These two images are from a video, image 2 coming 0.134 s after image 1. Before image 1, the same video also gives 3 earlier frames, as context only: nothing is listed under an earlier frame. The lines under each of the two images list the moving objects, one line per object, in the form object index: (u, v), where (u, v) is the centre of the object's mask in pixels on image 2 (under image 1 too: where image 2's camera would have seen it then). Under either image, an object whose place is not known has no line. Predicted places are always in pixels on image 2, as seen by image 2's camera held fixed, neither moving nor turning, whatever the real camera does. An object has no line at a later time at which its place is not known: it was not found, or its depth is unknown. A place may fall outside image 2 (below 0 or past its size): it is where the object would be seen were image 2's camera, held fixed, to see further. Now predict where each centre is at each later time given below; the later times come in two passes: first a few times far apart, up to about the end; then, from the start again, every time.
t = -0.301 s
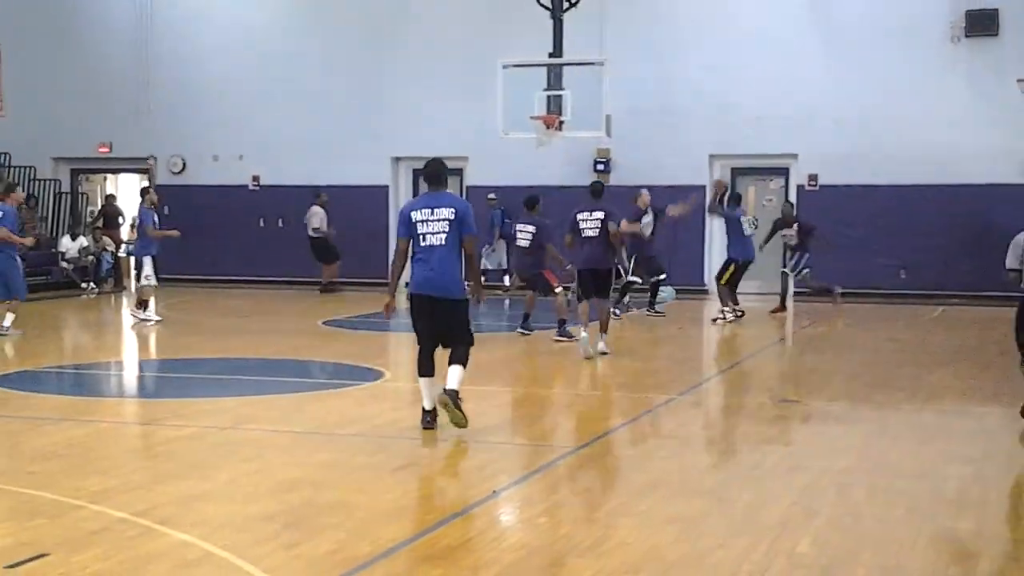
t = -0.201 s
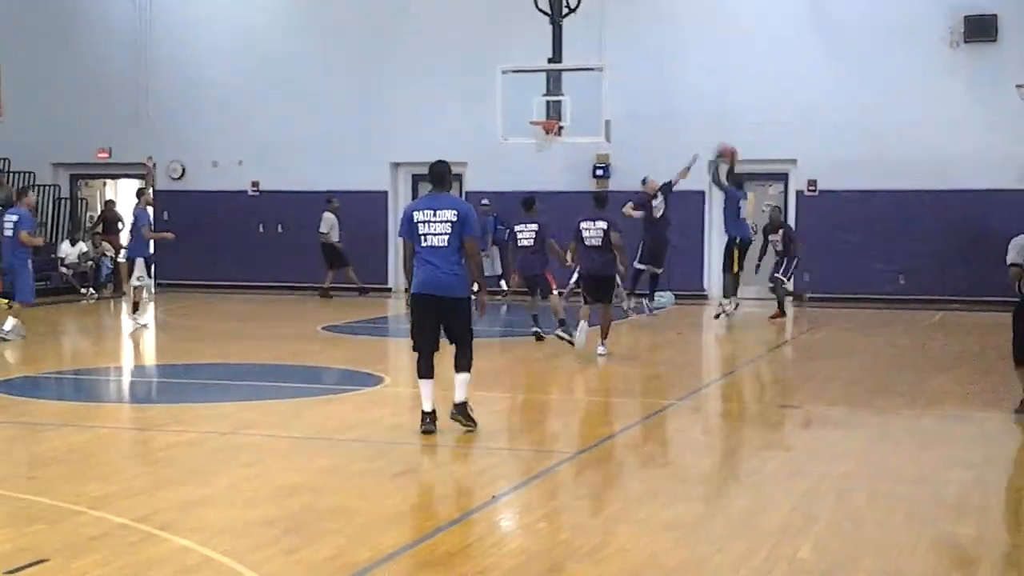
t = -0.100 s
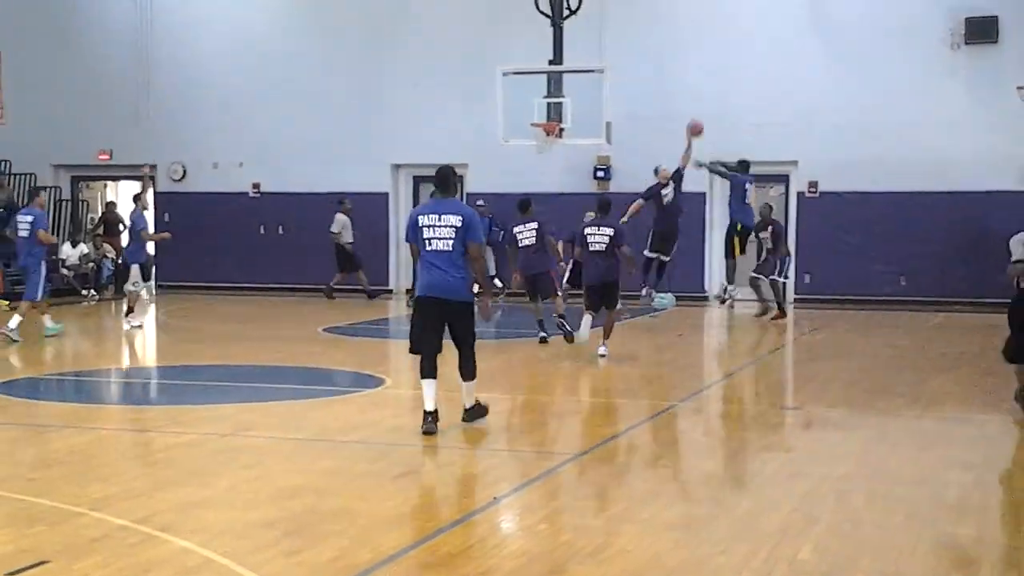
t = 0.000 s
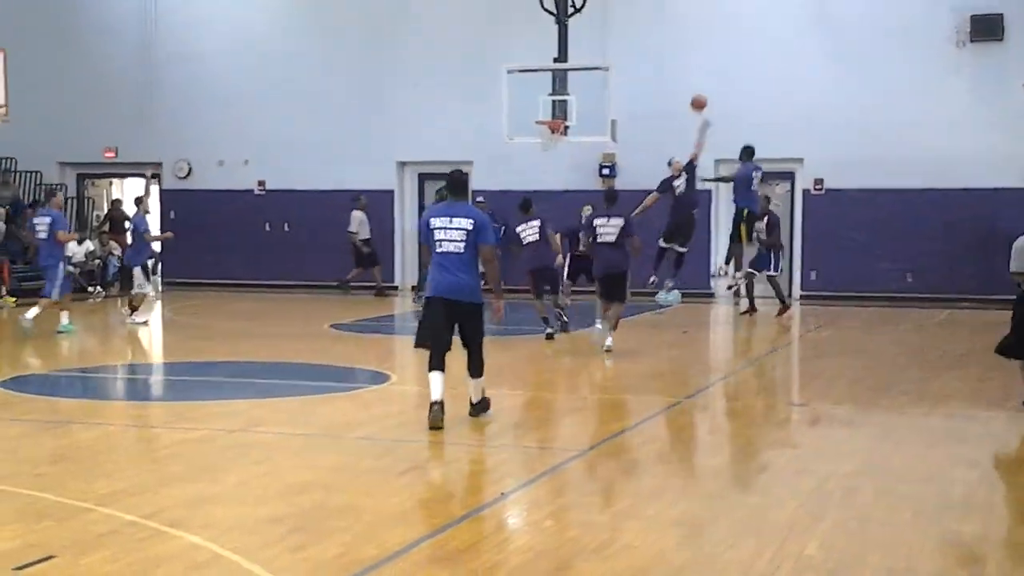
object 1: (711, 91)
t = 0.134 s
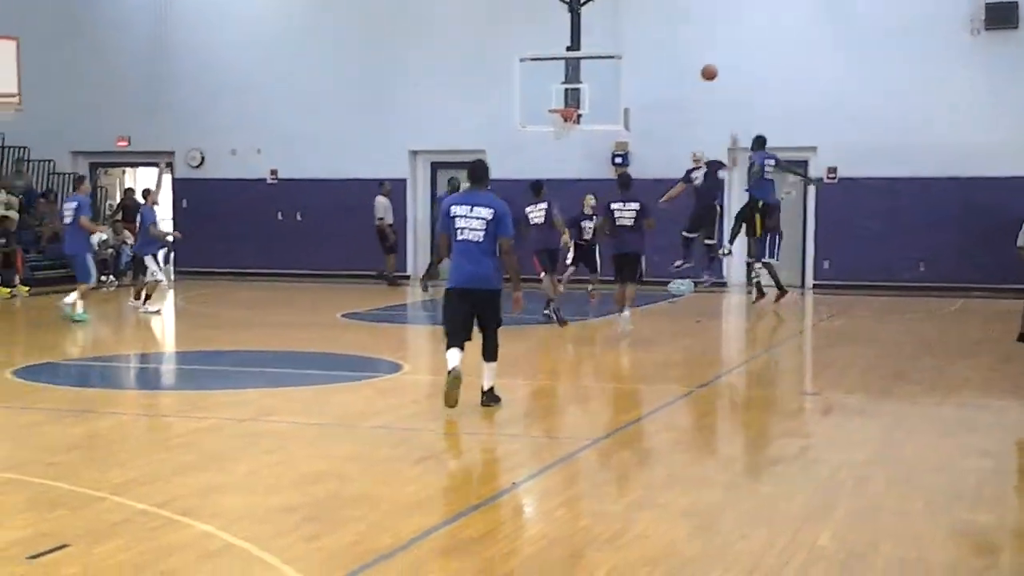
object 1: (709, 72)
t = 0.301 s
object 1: (705, 67)
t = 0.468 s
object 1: (701, 79)
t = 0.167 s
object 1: (708, 69)
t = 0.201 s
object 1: (707, 67)
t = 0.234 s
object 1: (707, 66)
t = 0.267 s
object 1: (706, 66)
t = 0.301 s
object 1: (705, 67)
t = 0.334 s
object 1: (705, 67)
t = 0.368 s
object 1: (704, 69)
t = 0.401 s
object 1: (703, 72)
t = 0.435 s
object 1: (702, 75)
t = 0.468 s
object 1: (701, 79)
